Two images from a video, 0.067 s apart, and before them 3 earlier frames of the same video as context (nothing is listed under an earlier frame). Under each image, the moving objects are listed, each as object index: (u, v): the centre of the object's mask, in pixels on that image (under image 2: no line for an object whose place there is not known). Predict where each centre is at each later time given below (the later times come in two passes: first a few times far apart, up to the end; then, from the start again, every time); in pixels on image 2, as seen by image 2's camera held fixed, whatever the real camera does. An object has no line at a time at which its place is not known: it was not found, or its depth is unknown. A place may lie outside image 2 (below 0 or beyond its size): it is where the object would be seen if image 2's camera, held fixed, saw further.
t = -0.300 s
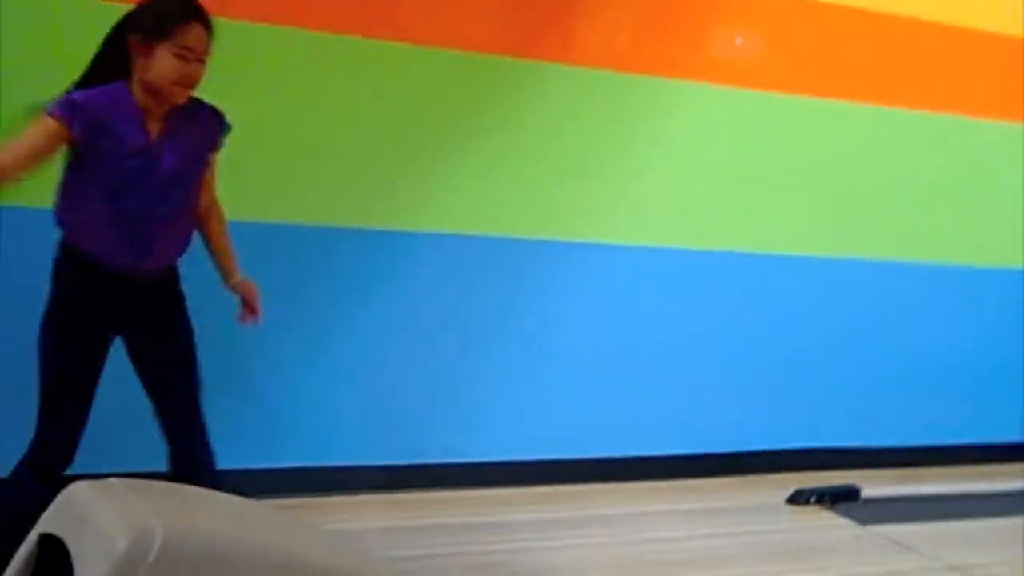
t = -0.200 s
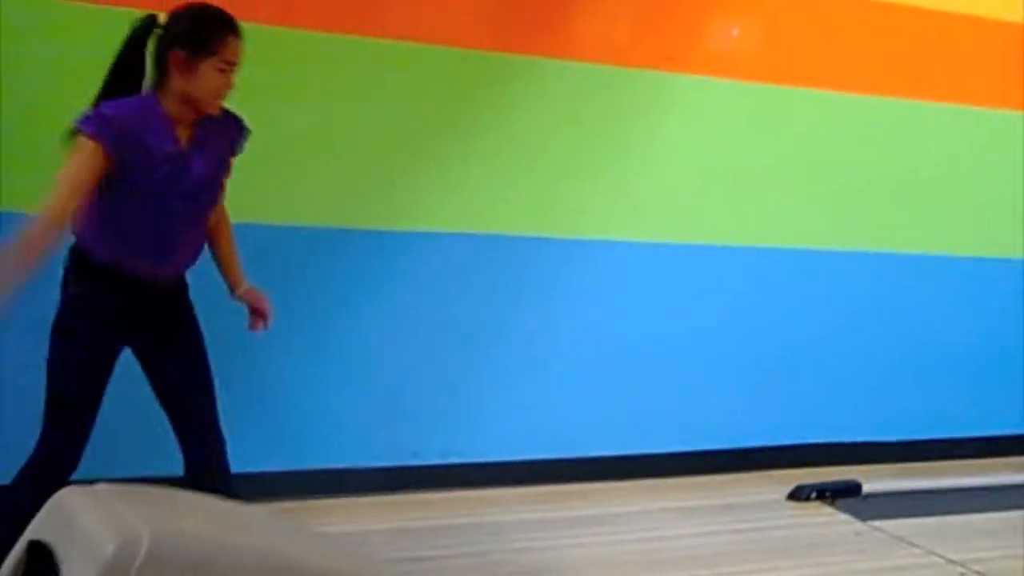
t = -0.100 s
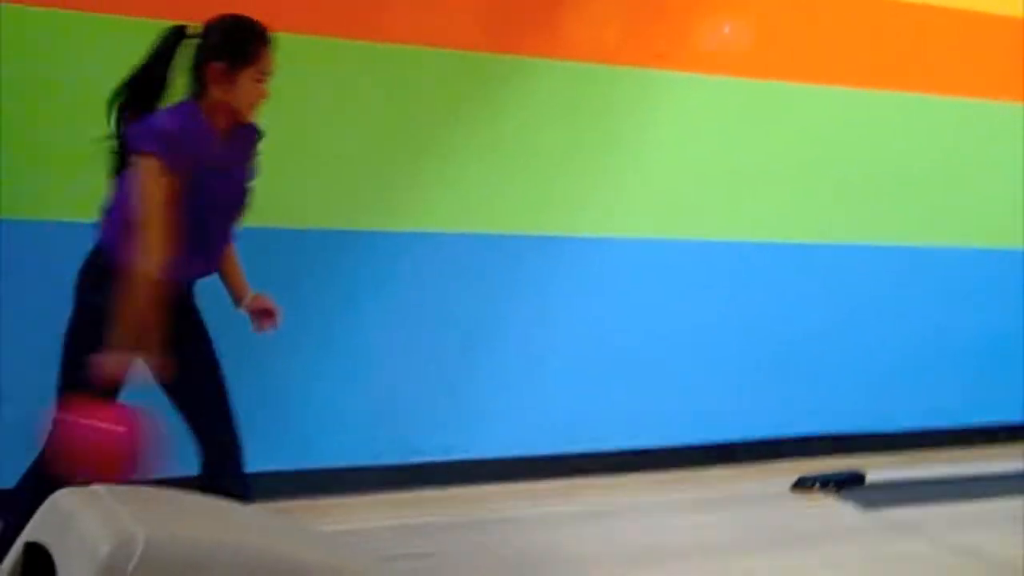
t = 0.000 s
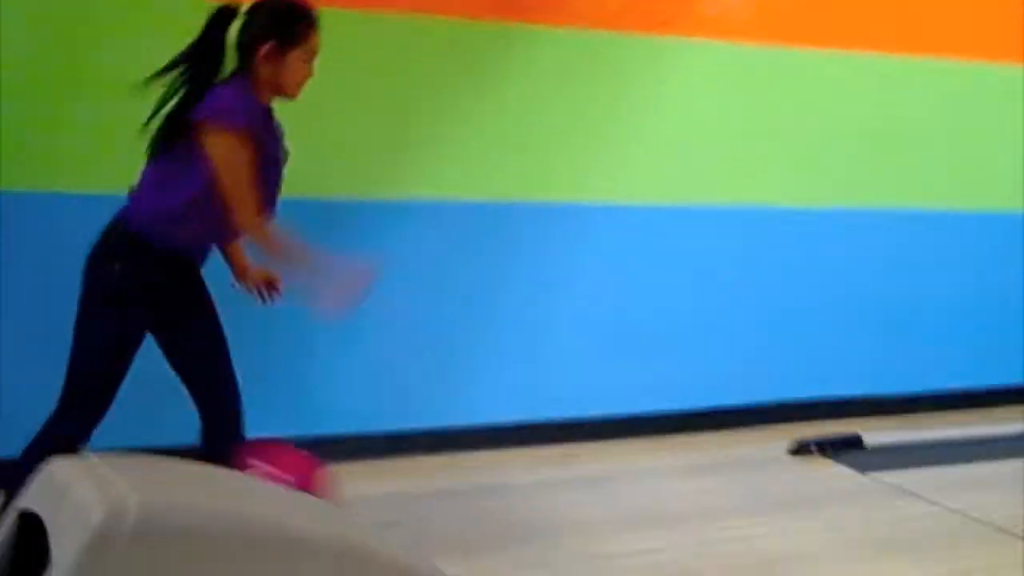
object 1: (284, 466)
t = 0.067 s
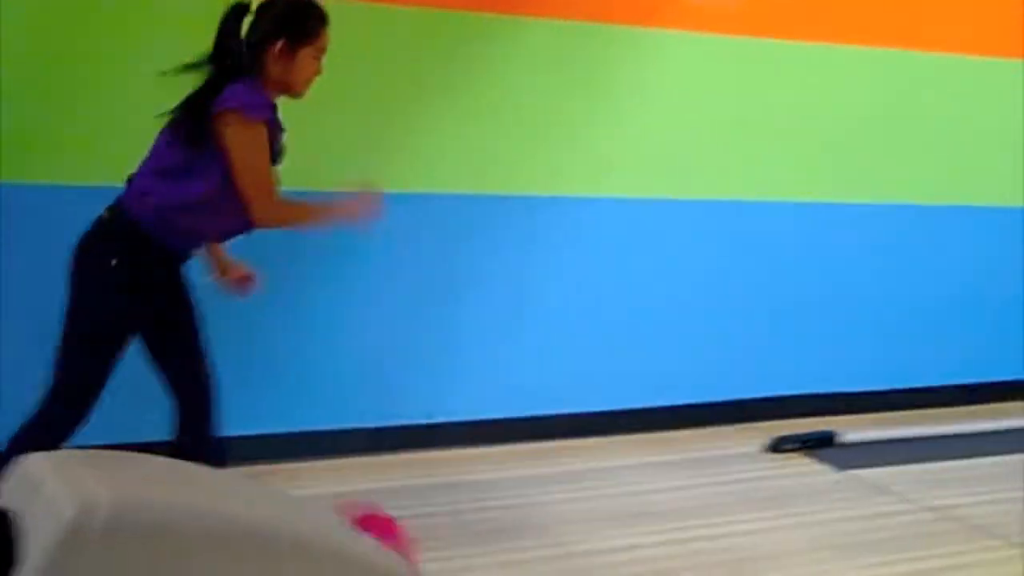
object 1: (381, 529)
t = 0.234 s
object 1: (599, 530)
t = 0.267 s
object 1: (629, 532)
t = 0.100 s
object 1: (428, 537)
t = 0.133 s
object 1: (471, 531)
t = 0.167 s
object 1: (513, 528)
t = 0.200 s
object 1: (556, 527)
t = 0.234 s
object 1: (599, 530)
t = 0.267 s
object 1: (629, 532)
